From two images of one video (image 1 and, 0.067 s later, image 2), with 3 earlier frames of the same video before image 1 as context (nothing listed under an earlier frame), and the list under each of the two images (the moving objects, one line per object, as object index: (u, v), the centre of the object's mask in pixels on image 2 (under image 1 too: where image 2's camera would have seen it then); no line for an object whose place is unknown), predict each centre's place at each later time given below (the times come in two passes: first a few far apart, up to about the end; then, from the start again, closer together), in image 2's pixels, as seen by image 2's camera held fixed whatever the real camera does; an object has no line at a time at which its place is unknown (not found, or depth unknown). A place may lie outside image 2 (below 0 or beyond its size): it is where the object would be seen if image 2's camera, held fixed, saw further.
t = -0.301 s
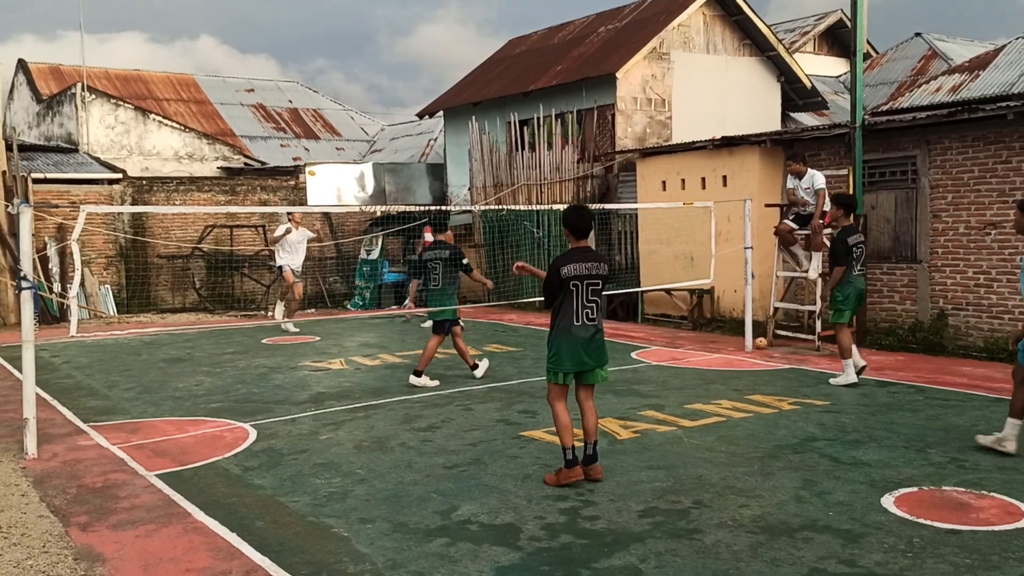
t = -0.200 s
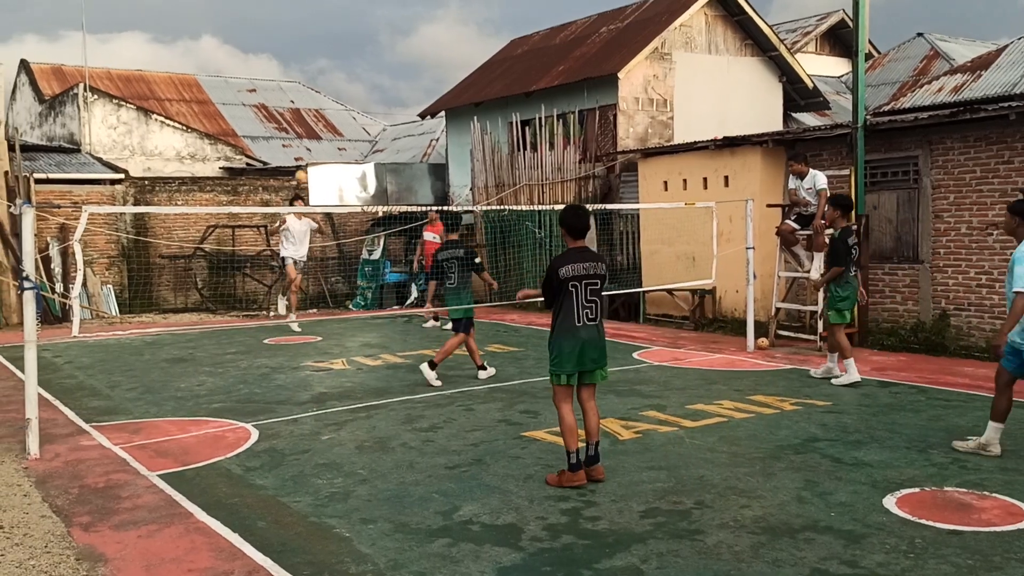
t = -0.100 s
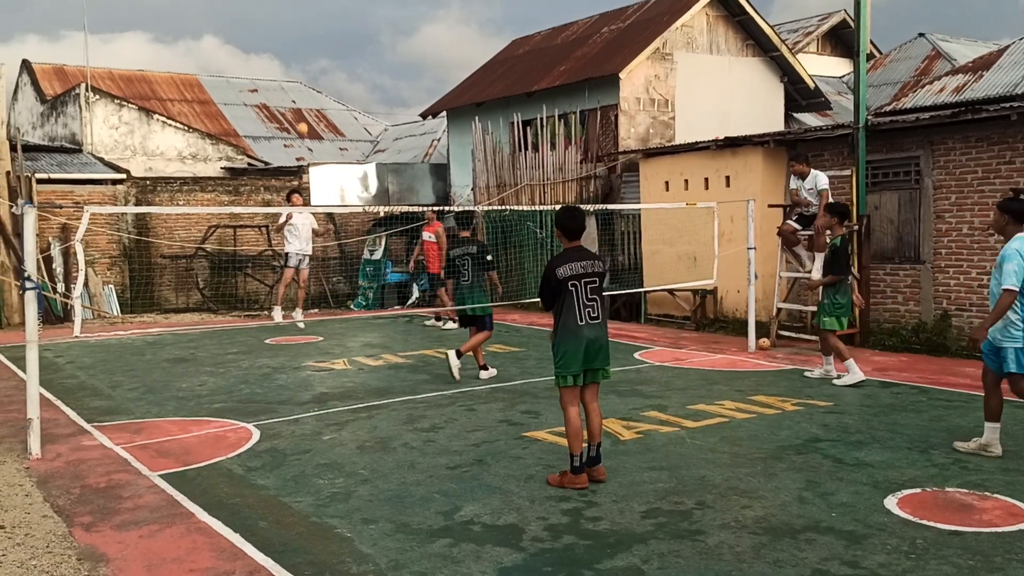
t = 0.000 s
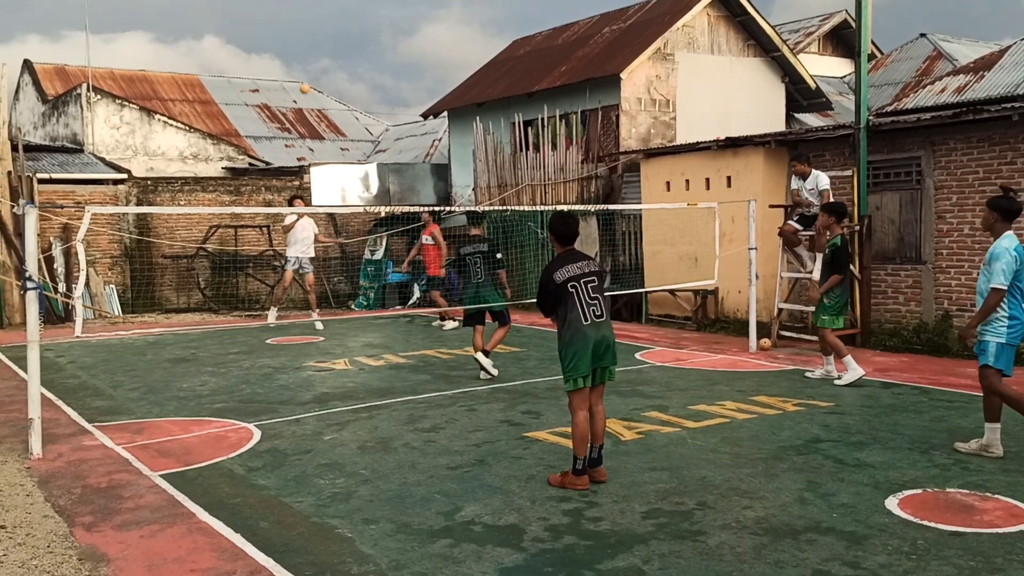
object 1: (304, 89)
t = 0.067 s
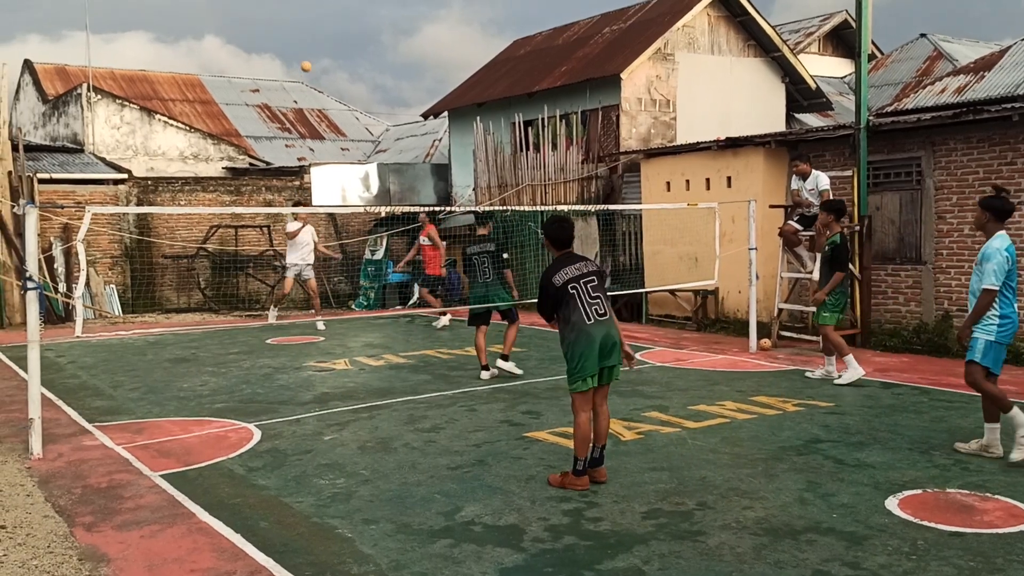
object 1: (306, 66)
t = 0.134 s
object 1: (308, 48)
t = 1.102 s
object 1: (340, 151)
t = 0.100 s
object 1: (307, 57)
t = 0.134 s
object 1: (308, 48)
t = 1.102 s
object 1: (340, 151)
